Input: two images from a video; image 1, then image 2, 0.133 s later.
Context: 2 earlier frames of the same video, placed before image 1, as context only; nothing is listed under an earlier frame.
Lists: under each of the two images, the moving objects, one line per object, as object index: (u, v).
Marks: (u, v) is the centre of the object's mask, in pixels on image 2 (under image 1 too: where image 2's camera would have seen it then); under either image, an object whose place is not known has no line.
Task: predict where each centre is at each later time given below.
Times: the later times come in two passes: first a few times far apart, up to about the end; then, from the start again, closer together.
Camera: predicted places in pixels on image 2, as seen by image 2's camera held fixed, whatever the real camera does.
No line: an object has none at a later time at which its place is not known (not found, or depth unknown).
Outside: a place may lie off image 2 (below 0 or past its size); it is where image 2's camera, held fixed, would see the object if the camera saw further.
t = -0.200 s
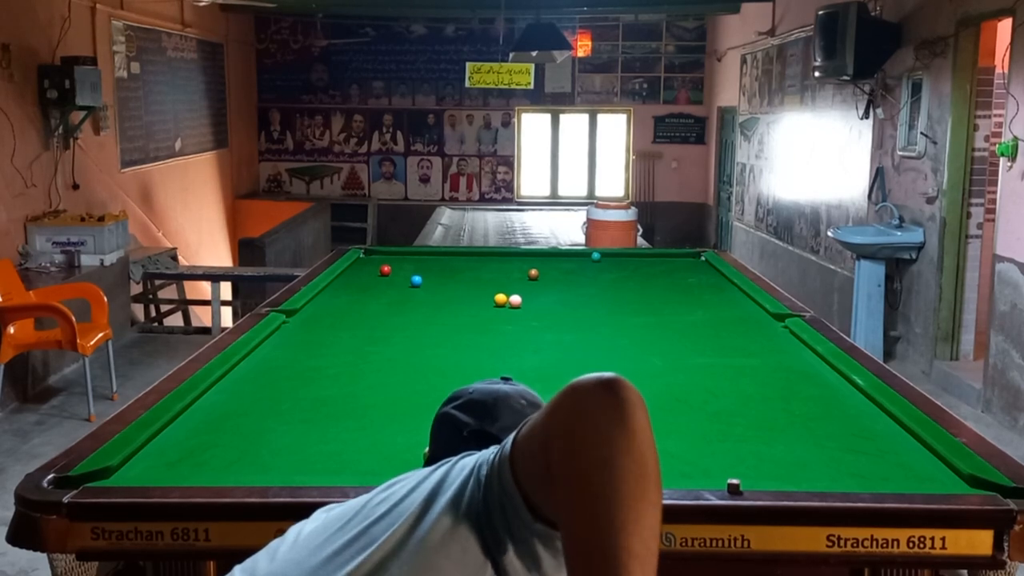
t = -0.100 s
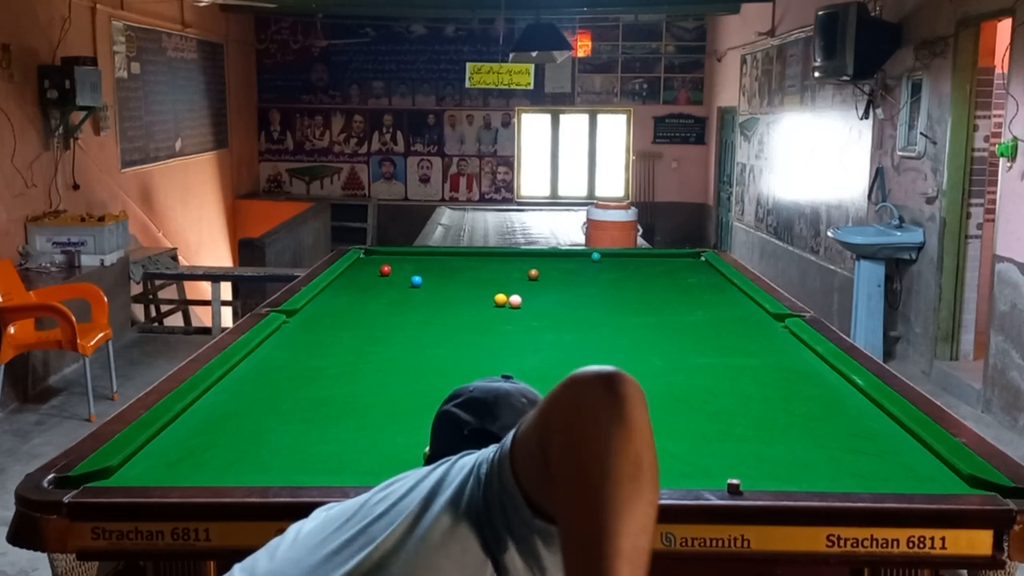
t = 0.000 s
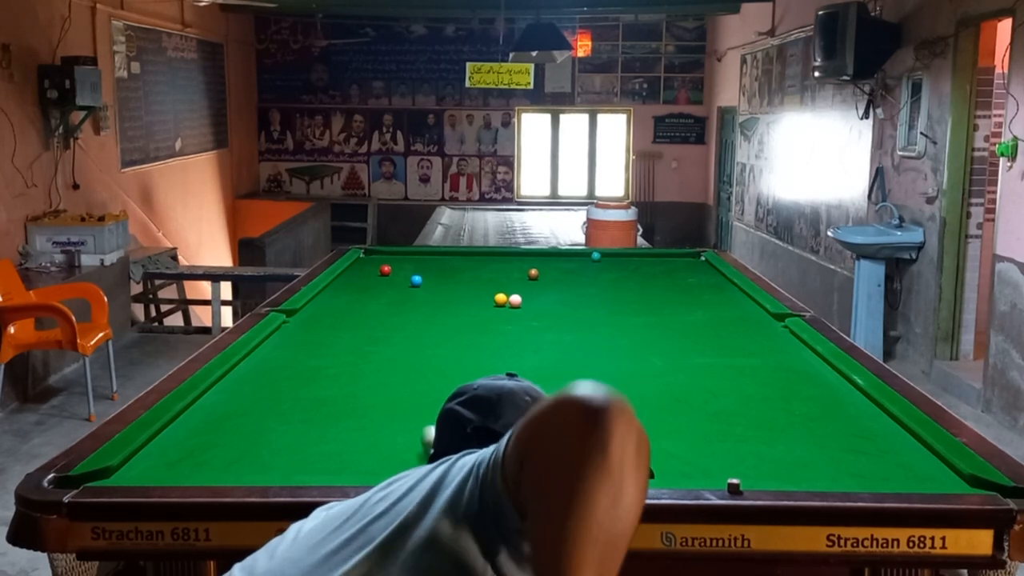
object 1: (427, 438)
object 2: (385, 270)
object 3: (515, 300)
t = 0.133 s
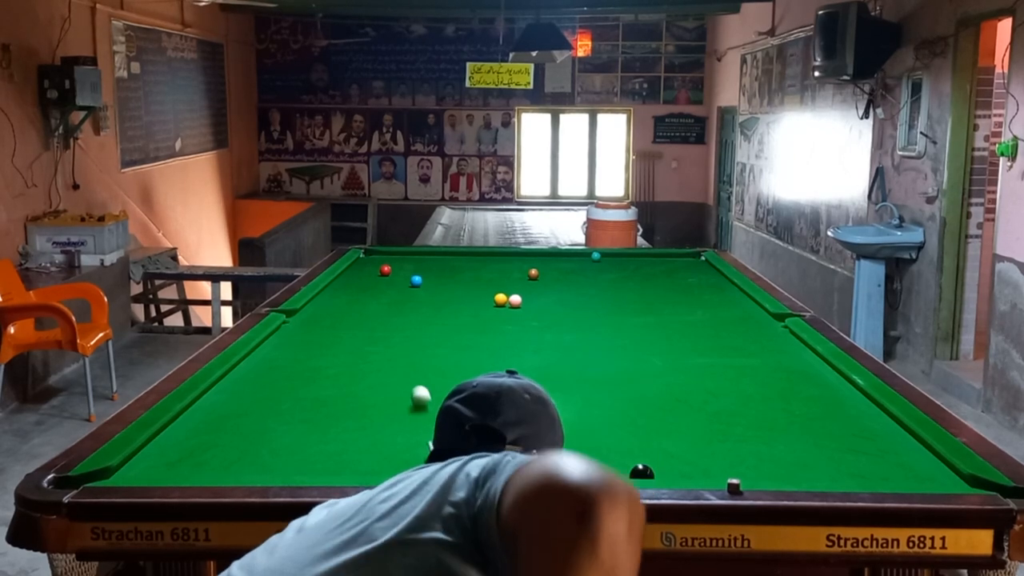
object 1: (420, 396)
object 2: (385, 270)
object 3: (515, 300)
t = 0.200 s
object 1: (416, 380)
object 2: (385, 270)
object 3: (515, 300)
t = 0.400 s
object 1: (406, 342)
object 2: (385, 270)
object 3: (515, 300)
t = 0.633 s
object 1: (398, 310)
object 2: (385, 270)
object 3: (515, 300)
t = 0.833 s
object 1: (393, 289)
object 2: (385, 270)
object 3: (515, 300)
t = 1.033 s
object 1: (389, 272)
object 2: (382, 269)
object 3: (515, 300)
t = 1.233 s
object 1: (408, 269)
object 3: (515, 300)
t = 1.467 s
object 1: (426, 265)
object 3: (515, 300)
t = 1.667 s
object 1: (440, 261)
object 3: (515, 300)
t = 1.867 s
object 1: (454, 258)
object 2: (399, 257)
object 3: (515, 300)
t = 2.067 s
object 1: (466, 255)
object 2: (410, 261)
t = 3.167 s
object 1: (498, 260)
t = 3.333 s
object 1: (502, 262)
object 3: (515, 300)
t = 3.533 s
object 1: (506, 264)
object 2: (494, 289)
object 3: (515, 300)
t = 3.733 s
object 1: (510, 265)
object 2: (506, 291)
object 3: (515, 300)
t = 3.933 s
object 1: (514, 267)
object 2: (520, 295)
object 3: (515, 301)
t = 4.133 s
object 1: (517, 268)
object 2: (532, 300)
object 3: (513, 301)
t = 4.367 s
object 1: (520, 269)
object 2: (551, 303)
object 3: (509, 303)
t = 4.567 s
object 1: (523, 270)
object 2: (566, 306)
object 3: (506, 304)
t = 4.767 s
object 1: (525, 271)
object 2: (580, 308)
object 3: (504, 305)
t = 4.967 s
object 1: (526, 271)
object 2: (594, 310)
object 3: (502, 306)
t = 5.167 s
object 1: (527, 271)
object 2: (608, 312)
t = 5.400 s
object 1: (527, 271)
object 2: (622, 314)
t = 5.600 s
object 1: (527, 271)
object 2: (634, 316)
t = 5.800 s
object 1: (527, 271)
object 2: (645, 318)
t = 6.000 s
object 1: (527, 271)
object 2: (655, 319)
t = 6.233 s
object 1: (527, 271)
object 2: (665, 321)
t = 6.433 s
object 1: (527, 271)
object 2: (673, 322)
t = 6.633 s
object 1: (527, 271)
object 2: (680, 323)
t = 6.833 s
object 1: (527, 271)
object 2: (685, 324)
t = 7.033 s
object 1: (527, 271)
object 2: (690, 325)
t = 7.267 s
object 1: (527, 271)
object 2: (693, 325)
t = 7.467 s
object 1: (527, 271)
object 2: (696, 326)
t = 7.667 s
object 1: (527, 271)
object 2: (697, 326)
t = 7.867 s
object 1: (527, 271)
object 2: (696, 326)
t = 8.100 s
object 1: (527, 271)
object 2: (696, 326)
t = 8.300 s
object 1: (527, 271)
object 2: (696, 326)
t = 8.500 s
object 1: (527, 271)
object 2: (696, 326)
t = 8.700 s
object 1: (527, 271)
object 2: (696, 326)
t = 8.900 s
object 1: (527, 271)
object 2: (696, 325)
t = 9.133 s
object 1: (527, 271)
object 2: (696, 325)
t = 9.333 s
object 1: (527, 271)
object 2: (696, 325)
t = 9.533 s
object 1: (527, 271)
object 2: (696, 326)
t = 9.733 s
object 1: (527, 271)
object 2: (696, 326)
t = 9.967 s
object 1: (527, 271)
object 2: (696, 326)
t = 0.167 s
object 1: (418, 388)
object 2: (385, 270)
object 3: (515, 300)
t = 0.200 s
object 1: (416, 380)
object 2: (385, 270)
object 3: (515, 300)
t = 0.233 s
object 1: (414, 372)
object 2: (385, 270)
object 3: (515, 300)
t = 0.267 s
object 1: (412, 366)
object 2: (385, 270)
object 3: (515, 300)
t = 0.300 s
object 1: (411, 359)
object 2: (385, 270)
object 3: (515, 300)
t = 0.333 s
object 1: (409, 353)
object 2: (385, 270)
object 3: (515, 300)
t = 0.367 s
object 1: (407, 348)
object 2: (385, 270)
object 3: (515, 300)
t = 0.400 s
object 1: (406, 342)
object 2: (385, 270)
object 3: (515, 300)
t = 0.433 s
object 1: (405, 336)
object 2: (385, 270)
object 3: (515, 300)
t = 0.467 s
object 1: (404, 331)
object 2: (385, 270)
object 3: (515, 300)
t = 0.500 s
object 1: (402, 327)
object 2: (385, 270)
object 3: (515, 300)
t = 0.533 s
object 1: (401, 323)
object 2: (385, 270)
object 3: (515, 300)
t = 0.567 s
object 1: (400, 318)
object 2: (385, 270)
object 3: (515, 300)
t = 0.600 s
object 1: (399, 314)
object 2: (385, 270)
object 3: (515, 300)
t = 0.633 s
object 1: (398, 310)
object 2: (385, 270)
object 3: (515, 300)
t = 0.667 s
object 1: (397, 306)
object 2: (385, 270)
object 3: (515, 300)
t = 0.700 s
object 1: (396, 303)
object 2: (385, 270)
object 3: (515, 300)
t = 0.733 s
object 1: (395, 298)
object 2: (385, 270)
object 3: (515, 300)
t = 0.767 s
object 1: (394, 295)
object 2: (385, 270)
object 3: (515, 300)
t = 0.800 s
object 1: (393, 292)
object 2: (385, 270)
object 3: (515, 300)
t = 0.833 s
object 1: (393, 289)
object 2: (385, 270)
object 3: (515, 300)
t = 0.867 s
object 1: (392, 286)
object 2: (385, 270)
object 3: (515, 300)
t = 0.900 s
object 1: (391, 283)
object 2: (385, 270)
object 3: (515, 300)
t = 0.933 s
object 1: (390, 280)
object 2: (385, 270)
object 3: (515, 300)
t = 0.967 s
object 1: (390, 277)
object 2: (385, 269)
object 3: (515, 300)
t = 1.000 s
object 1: (389, 275)
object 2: (384, 269)
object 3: (515, 300)
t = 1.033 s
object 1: (389, 272)
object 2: (382, 269)
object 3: (515, 300)
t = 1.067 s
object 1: (392, 271)
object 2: (381, 268)
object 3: (515, 300)
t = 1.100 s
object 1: (395, 271)
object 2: (378, 267)
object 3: (515, 300)
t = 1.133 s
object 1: (399, 271)
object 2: (375, 265)
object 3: (515, 300)
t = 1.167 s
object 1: (402, 270)
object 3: (515, 300)
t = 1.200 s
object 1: (405, 270)
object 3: (515, 300)
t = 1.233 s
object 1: (408, 269)
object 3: (515, 300)
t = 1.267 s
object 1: (411, 268)
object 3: (515, 300)
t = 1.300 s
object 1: (414, 268)
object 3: (515, 300)
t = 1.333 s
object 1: (416, 267)
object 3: (515, 300)
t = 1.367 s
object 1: (419, 267)
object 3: (515, 300)
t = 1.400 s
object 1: (421, 266)
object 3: (515, 300)
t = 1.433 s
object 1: (424, 265)
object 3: (515, 300)
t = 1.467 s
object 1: (426, 265)
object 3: (515, 300)
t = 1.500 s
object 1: (429, 264)
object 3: (515, 300)
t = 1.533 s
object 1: (431, 263)
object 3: (515, 300)
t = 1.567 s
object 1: (434, 263)
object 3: (515, 300)
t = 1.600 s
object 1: (436, 262)
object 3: (515, 300)
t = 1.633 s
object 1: (438, 261)
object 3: (515, 300)
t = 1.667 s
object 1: (440, 261)
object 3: (515, 300)
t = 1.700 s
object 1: (443, 260)
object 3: (515, 300)
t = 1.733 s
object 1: (445, 260)
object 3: (515, 300)
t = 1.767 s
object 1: (447, 259)
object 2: (394, 255)
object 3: (515, 300)
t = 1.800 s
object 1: (449, 259)
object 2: (396, 256)
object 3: (515, 300)
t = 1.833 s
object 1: (452, 258)
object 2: (398, 256)
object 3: (515, 300)
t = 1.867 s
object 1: (454, 258)
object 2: (399, 257)
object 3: (515, 300)
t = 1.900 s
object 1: (456, 257)
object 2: (401, 258)
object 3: (515, 300)
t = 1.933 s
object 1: (458, 256)
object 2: (403, 258)
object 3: (515, 300)
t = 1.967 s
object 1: (460, 256)
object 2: (405, 259)
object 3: (515, 300)
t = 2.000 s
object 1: (462, 255)
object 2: (407, 260)
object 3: (515, 300)
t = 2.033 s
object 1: (464, 255)
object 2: (409, 260)
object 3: (515, 297)
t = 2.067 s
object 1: (466, 255)
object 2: (410, 261)
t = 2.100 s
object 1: (468, 254)
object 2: (412, 261)
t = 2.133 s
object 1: (469, 254)
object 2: (414, 262)
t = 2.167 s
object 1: (471, 252)
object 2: (416, 263)
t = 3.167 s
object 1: (498, 260)
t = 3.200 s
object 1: (499, 261)
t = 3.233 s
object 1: (500, 261)
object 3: (514, 300)
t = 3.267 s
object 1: (500, 262)
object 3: (515, 300)
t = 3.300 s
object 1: (501, 262)
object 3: (515, 300)
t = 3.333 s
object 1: (502, 262)
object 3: (515, 300)
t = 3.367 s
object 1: (503, 263)
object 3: (515, 300)
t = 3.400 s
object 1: (503, 263)
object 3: (515, 300)
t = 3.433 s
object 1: (504, 263)
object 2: (488, 287)
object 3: (515, 300)
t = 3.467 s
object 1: (505, 263)
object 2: (490, 288)
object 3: (515, 300)
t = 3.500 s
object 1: (505, 264)
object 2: (492, 288)
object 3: (515, 300)
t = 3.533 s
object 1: (506, 264)
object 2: (494, 289)
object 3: (515, 300)
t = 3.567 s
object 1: (506, 264)
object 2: (496, 289)
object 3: (515, 300)
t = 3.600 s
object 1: (507, 264)
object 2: (498, 289)
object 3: (515, 300)
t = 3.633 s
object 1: (508, 265)
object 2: (500, 289)
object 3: (515, 300)
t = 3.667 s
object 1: (509, 265)
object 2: (502, 290)
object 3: (515, 300)
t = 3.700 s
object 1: (509, 265)
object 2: (504, 290)
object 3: (515, 300)
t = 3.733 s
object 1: (510, 265)
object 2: (506, 291)
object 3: (515, 300)
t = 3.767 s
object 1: (511, 266)
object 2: (508, 292)
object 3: (515, 300)
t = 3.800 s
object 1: (511, 266)
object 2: (510, 292)
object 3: (515, 300)
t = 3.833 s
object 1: (512, 266)
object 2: (511, 293)
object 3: (515, 300)
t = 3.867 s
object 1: (512, 266)
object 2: (513, 293)
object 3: (515, 300)
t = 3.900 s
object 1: (513, 267)
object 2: (517, 293)
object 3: (515, 300)
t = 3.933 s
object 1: (514, 267)
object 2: (520, 295)
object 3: (515, 301)
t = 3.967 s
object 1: (514, 267)
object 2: (522, 296)
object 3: (515, 301)
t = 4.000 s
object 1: (515, 267)
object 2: (524, 298)
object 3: (515, 300)
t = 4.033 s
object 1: (515, 267)
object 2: (525, 299)
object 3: (514, 301)
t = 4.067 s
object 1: (516, 268)
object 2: (527, 299)
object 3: (514, 301)
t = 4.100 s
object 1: (517, 268)
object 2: (530, 300)
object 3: (513, 301)
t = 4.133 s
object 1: (517, 268)
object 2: (532, 300)
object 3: (513, 301)
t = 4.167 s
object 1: (518, 268)
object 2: (535, 301)
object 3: (512, 301)
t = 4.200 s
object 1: (518, 268)
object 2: (538, 301)
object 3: (512, 302)
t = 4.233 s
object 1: (518, 268)
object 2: (540, 302)
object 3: (511, 302)
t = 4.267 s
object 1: (519, 269)
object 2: (543, 302)
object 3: (511, 302)
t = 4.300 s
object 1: (520, 269)
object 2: (546, 302)
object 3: (510, 303)
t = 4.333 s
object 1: (520, 269)
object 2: (548, 303)
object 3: (510, 303)
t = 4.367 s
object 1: (520, 269)
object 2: (551, 303)
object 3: (509, 303)
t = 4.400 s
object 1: (521, 269)
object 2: (553, 304)
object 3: (509, 303)
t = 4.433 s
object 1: (521, 270)
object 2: (556, 304)
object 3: (508, 303)
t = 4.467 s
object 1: (522, 270)
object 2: (558, 304)
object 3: (508, 303)
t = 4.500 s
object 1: (522, 270)
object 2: (561, 305)
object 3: (507, 304)
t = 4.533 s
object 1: (523, 270)
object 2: (563, 305)
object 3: (507, 304)
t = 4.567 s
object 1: (523, 270)
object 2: (566, 306)
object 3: (506, 304)
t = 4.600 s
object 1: (523, 270)
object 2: (568, 306)
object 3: (506, 304)
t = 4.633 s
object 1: (524, 271)
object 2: (571, 306)
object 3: (506, 304)
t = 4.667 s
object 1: (524, 270)
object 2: (573, 307)
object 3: (505, 304)
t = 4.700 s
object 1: (524, 271)
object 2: (575, 307)
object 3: (505, 305)
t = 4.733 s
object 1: (525, 271)
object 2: (578, 307)
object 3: (504, 305)
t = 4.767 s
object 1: (525, 271)
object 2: (580, 308)
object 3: (504, 305)
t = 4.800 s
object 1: (525, 271)
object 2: (583, 308)
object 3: (503, 305)
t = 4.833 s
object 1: (525, 271)
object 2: (585, 309)
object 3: (503, 305)
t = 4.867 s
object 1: (525, 271)
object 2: (587, 309)
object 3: (503, 305)
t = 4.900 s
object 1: (526, 271)
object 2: (590, 309)
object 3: (502, 306)
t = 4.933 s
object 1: (526, 271)
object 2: (592, 310)
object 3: (502, 306)
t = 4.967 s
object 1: (526, 271)
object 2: (594, 310)
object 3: (502, 306)
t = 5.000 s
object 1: (526, 271)
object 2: (597, 310)
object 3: (501, 306)
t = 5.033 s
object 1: (526, 271)
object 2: (599, 311)
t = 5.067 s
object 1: (527, 271)
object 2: (601, 311)
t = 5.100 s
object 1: (527, 271)
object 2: (603, 311)
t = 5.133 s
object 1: (527, 271)
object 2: (605, 312)
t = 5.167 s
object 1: (527, 271)
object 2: (608, 312)
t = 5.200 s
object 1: (527, 271)
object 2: (610, 312)
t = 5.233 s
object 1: (527, 271)
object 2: (612, 313)
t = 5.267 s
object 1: (527, 271)
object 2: (614, 313)
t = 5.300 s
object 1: (527, 271)
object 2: (616, 313)
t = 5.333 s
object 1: (527, 271)
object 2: (618, 314)
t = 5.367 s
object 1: (527, 271)
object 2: (620, 314)
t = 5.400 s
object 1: (527, 271)
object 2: (622, 314)
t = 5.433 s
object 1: (527, 271)
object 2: (624, 315)
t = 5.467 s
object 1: (527, 271)
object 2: (626, 315)
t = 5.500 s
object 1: (527, 271)
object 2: (629, 315)
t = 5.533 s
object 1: (527, 271)
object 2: (630, 316)
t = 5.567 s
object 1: (527, 271)
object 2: (632, 316)
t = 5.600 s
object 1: (527, 271)
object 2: (634, 316)
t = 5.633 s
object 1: (527, 271)
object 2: (636, 316)
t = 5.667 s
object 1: (527, 271)
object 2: (638, 317)
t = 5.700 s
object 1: (527, 271)
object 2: (640, 317)
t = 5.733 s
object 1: (527, 271)
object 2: (641, 317)
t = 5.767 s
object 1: (527, 271)
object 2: (643, 317)
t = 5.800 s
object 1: (527, 271)
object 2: (645, 318)
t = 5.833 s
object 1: (527, 271)
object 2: (647, 318)
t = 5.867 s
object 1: (527, 271)
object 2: (648, 318)
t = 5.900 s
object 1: (527, 271)
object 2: (650, 318)
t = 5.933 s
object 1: (527, 271)
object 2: (652, 319)
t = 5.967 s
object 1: (527, 271)
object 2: (653, 319)
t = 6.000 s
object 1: (527, 271)
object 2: (655, 319)
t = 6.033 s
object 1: (527, 271)
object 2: (656, 320)
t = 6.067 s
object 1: (527, 271)
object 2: (658, 320)
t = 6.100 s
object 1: (527, 271)
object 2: (660, 320)
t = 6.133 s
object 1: (527, 271)
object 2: (661, 320)
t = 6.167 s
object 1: (527, 271)
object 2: (662, 320)
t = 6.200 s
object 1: (527, 271)
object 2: (664, 321)
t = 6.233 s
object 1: (527, 271)
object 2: (665, 321)
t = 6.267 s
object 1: (527, 271)
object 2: (667, 321)
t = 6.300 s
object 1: (527, 271)
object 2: (668, 321)
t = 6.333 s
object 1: (527, 271)
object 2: (669, 321)
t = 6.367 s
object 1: (527, 271)
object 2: (671, 322)
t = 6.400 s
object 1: (527, 271)
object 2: (672, 322)
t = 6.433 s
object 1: (527, 271)
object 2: (673, 322)
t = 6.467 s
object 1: (527, 271)
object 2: (674, 322)
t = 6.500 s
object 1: (527, 271)
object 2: (675, 322)
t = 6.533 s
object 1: (527, 271)
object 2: (677, 322)
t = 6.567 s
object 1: (527, 271)
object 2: (678, 323)
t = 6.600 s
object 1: (527, 271)
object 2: (678, 323)
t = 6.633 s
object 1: (527, 271)
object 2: (680, 323)
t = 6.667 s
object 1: (527, 271)
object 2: (681, 323)
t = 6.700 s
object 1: (527, 271)
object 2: (682, 323)
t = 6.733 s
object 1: (527, 271)
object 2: (683, 324)
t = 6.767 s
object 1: (527, 271)
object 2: (684, 324)
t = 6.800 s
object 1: (527, 271)
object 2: (685, 324)
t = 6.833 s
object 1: (527, 271)
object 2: (685, 324)
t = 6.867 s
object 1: (527, 271)
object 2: (686, 324)
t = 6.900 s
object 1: (527, 271)
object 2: (687, 324)
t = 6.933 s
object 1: (527, 271)
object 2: (688, 324)
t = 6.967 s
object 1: (527, 271)
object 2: (688, 324)
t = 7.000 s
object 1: (527, 271)
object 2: (689, 325)
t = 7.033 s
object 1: (527, 271)
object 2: (690, 325)
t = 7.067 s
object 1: (527, 271)
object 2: (691, 325)
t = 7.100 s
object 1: (527, 271)
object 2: (691, 325)
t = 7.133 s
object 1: (527, 271)
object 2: (692, 325)
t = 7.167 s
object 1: (527, 271)
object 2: (692, 325)
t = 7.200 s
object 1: (527, 271)
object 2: (693, 325)
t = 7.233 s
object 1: (527, 271)
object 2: (693, 325)
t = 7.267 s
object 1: (527, 271)
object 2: (693, 325)
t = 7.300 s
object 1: (527, 271)
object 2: (694, 325)
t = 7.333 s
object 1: (527, 271)
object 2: (694, 325)
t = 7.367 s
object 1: (527, 271)
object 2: (695, 325)
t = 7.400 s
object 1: (527, 271)
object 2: (695, 325)
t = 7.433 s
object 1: (527, 271)
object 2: (695, 325)
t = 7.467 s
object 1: (527, 271)
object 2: (696, 326)
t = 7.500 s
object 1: (527, 271)
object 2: (696, 326)
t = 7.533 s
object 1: (527, 271)
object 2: (696, 326)
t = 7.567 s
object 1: (527, 271)
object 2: (697, 326)
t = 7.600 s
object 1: (527, 271)
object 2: (697, 326)
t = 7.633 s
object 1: (527, 271)
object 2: (697, 326)
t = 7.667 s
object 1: (527, 271)
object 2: (697, 326)
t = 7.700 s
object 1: (527, 271)
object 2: (697, 326)
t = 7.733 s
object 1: (527, 271)
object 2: (697, 326)
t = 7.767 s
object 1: (527, 271)
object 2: (697, 326)
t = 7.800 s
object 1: (527, 271)
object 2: (697, 326)
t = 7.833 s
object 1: (527, 271)
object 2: (697, 326)
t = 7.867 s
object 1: (527, 271)
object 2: (696, 326)
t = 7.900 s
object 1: (527, 271)
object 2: (696, 326)
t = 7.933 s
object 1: (527, 271)
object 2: (696, 326)
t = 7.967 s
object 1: (527, 271)
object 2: (696, 326)
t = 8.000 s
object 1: (527, 271)
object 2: (696, 326)
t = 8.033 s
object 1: (527, 271)
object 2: (696, 326)
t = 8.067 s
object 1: (527, 271)
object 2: (696, 326)
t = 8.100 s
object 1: (527, 271)
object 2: (696, 326)
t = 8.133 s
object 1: (527, 271)
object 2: (696, 325)
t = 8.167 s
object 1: (527, 271)
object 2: (696, 325)
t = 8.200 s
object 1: (527, 271)
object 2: (696, 325)
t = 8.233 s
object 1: (527, 271)
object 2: (696, 326)
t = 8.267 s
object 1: (527, 271)
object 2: (696, 326)
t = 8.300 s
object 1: (527, 271)
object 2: (696, 326)
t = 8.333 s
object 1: (527, 271)
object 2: (696, 325)
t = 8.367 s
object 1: (527, 271)
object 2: (696, 326)
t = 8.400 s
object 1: (527, 271)
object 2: (696, 326)
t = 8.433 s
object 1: (527, 271)
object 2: (696, 325)
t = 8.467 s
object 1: (527, 271)
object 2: (696, 325)
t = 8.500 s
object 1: (527, 271)
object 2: (696, 326)
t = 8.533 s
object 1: (527, 271)
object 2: (696, 326)
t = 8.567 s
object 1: (527, 271)
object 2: (696, 326)
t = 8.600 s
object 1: (527, 271)
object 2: (696, 326)
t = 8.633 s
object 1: (527, 271)
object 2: (696, 325)
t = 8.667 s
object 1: (527, 271)
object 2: (696, 326)
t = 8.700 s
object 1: (527, 271)
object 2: (696, 326)
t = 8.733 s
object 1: (527, 271)
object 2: (696, 326)
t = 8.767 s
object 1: (527, 271)
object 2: (696, 326)
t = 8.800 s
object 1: (527, 271)
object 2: (696, 326)
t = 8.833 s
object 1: (527, 271)
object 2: (696, 325)
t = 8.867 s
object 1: (527, 271)
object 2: (696, 326)
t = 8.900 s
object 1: (527, 271)
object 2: (696, 325)
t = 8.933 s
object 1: (527, 271)
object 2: (696, 325)
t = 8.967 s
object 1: (527, 271)
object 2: (696, 325)
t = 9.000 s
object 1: (527, 271)
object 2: (696, 326)
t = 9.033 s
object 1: (527, 271)
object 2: (696, 326)
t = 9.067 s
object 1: (527, 271)
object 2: (696, 326)
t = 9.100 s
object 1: (527, 271)
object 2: (696, 326)
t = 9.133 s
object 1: (527, 271)
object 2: (696, 325)
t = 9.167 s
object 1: (527, 271)
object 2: (696, 326)
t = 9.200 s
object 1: (527, 271)
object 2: (696, 326)
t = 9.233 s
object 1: (527, 271)
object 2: (696, 326)
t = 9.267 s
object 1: (527, 271)
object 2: (696, 326)
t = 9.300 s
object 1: (527, 271)
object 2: (696, 326)
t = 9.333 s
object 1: (527, 271)
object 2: (696, 325)
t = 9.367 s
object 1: (527, 271)
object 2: (696, 325)
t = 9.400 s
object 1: (527, 271)
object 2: (696, 325)
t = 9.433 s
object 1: (527, 271)
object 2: (696, 325)
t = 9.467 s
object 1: (527, 271)
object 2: (696, 325)
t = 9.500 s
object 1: (527, 270)
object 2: (696, 325)
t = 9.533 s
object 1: (527, 271)
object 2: (696, 326)
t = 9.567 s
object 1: (527, 271)
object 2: (696, 326)
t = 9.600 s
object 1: (527, 271)
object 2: (696, 326)
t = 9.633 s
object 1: (527, 271)
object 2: (696, 326)
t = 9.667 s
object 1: (527, 271)
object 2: (696, 326)
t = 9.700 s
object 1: (527, 271)
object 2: (696, 326)
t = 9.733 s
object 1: (527, 271)
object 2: (696, 326)
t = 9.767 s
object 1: (527, 271)
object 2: (696, 326)
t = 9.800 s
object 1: (527, 271)
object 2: (696, 325)
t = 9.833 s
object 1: (527, 271)
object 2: (696, 325)
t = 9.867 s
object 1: (527, 271)
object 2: (696, 325)
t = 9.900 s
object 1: (527, 271)
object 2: (696, 325)
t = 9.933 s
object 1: (527, 271)
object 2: (696, 325)
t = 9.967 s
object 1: (527, 271)
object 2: (696, 326)
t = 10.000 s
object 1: (527, 271)
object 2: (696, 325)
